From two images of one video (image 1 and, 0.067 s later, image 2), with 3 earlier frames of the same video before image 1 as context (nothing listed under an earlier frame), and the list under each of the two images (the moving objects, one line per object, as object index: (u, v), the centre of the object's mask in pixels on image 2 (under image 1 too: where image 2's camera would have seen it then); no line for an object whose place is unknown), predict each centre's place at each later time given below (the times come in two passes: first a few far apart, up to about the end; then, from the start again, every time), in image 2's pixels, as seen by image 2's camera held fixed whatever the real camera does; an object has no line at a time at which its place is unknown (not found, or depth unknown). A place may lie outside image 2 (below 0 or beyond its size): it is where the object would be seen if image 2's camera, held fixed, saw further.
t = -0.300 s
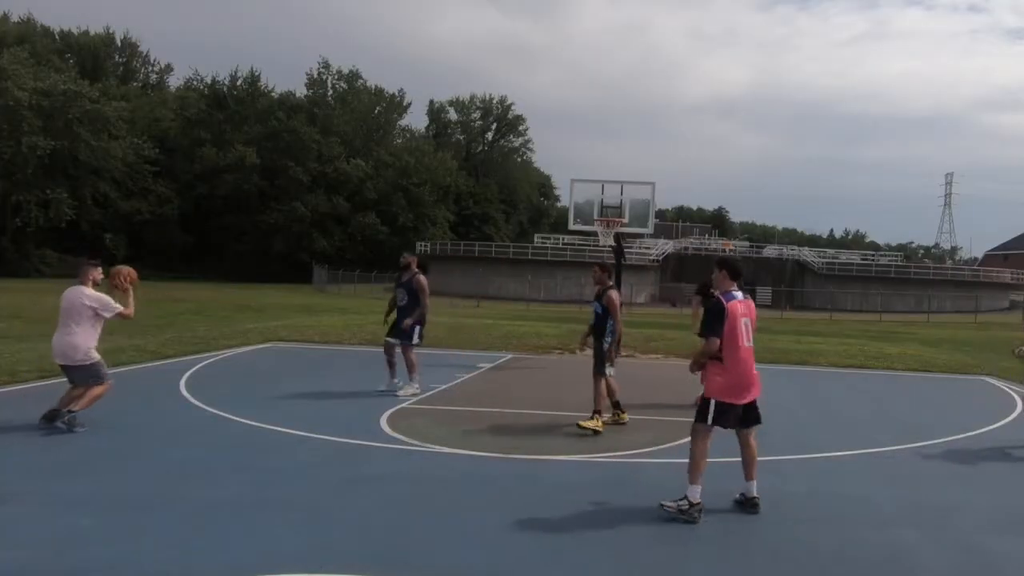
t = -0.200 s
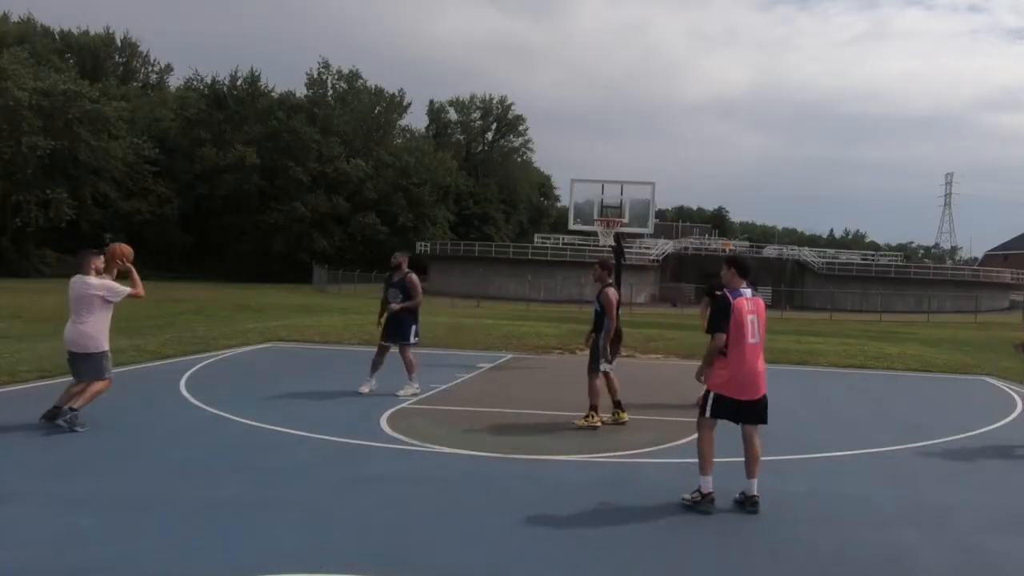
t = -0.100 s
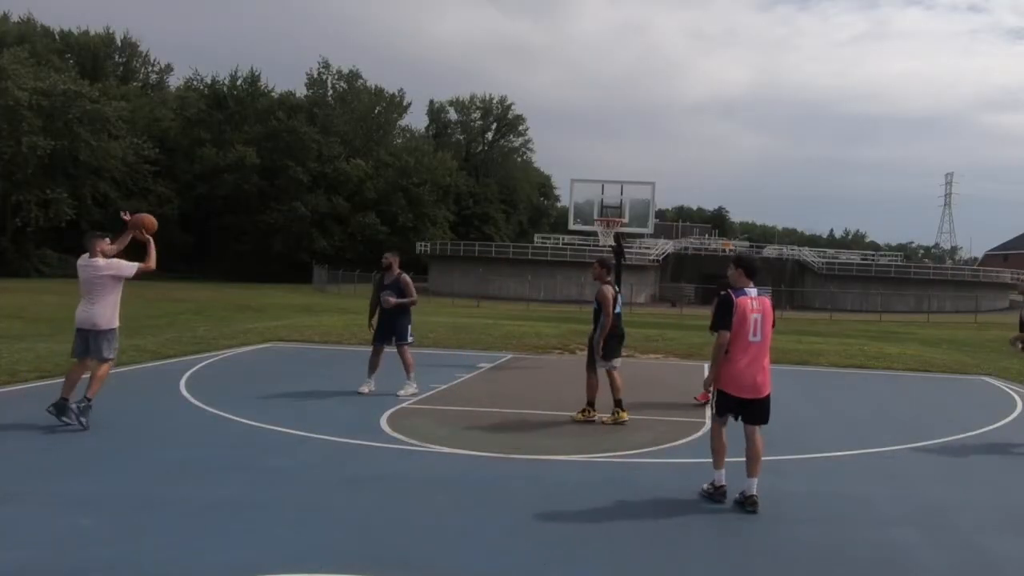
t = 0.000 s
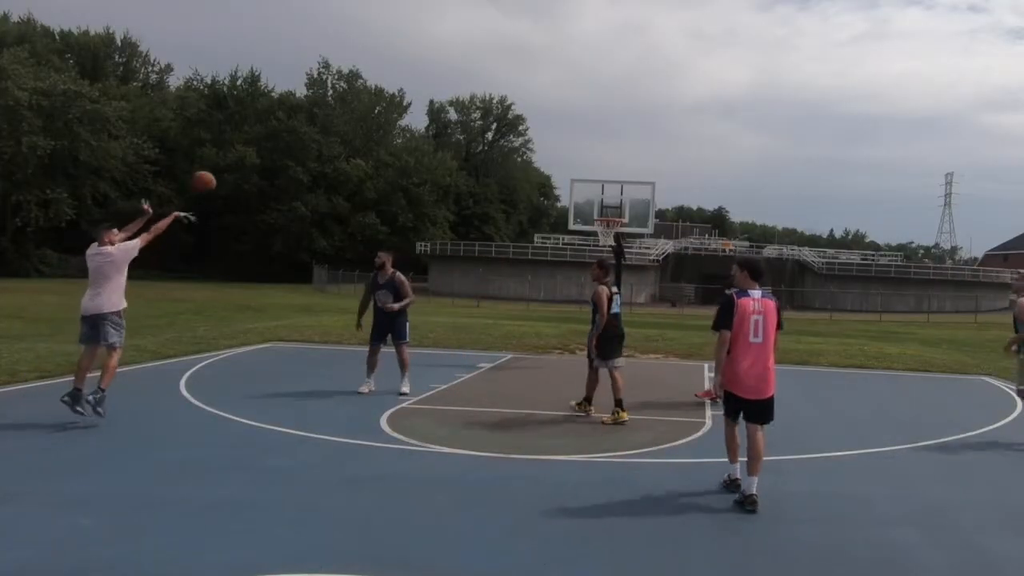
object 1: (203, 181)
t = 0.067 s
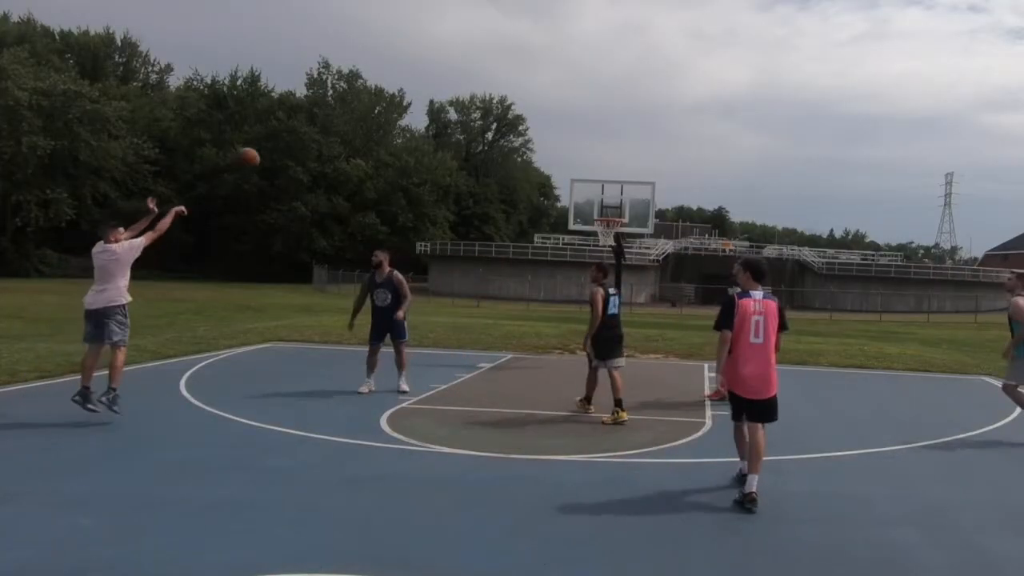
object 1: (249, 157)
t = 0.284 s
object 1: (368, 116)
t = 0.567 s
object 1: (486, 123)
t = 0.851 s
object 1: (573, 173)
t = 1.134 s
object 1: (609, 216)
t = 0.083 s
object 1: (257, 152)
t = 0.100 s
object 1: (268, 146)
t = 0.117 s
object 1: (279, 142)
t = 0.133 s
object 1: (289, 138)
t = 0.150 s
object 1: (298, 134)
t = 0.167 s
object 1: (309, 131)
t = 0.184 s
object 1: (317, 129)
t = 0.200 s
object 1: (327, 123)
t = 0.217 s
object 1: (336, 121)
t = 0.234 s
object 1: (344, 120)
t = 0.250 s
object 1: (353, 119)
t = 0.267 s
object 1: (360, 118)
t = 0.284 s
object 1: (368, 116)
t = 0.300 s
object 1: (376, 115)
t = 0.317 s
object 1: (383, 114)
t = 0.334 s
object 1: (392, 113)
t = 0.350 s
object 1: (400, 113)
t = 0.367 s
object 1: (407, 113)
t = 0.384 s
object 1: (413, 112)
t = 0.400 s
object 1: (420, 112)
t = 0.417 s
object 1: (428, 112)
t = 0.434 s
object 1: (438, 111)
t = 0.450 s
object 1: (442, 111)
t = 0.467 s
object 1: (445, 113)
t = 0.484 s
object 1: (453, 113)
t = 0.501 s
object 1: (465, 115)
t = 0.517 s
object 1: (467, 117)
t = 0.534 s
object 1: (474, 120)
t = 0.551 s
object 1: (481, 120)
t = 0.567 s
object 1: (486, 123)
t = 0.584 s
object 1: (491, 123)
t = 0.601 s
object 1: (495, 124)
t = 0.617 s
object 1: (504, 126)
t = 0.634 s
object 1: (509, 129)
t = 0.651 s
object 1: (515, 133)
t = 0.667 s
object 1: (518, 135)
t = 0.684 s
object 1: (525, 138)
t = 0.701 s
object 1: (530, 142)
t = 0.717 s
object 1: (533, 144)
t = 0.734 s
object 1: (539, 147)
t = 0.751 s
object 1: (545, 151)
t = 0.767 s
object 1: (550, 154)
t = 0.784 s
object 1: (554, 158)
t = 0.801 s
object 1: (559, 161)
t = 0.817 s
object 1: (564, 165)
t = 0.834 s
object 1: (568, 169)
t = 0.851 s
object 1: (573, 173)
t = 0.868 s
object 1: (577, 177)
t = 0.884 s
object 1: (581, 181)
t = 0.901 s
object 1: (585, 186)
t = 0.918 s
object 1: (590, 190)
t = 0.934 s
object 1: (594, 195)
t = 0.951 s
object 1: (597, 200)
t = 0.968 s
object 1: (602, 204)
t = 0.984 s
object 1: (606, 210)
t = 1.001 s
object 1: (609, 212)
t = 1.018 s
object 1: (613, 213)
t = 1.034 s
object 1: (613, 213)
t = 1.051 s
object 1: (608, 214)
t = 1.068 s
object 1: (606, 213)
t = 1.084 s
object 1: (606, 215)
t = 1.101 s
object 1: (608, 215)
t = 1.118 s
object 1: (609, 216)
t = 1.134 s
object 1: (609, 216)
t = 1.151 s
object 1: (609, 217)
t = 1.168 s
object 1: (609, 217)
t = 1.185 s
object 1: (610, 218)
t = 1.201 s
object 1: (608, 218)
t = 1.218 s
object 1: (605, 234)
